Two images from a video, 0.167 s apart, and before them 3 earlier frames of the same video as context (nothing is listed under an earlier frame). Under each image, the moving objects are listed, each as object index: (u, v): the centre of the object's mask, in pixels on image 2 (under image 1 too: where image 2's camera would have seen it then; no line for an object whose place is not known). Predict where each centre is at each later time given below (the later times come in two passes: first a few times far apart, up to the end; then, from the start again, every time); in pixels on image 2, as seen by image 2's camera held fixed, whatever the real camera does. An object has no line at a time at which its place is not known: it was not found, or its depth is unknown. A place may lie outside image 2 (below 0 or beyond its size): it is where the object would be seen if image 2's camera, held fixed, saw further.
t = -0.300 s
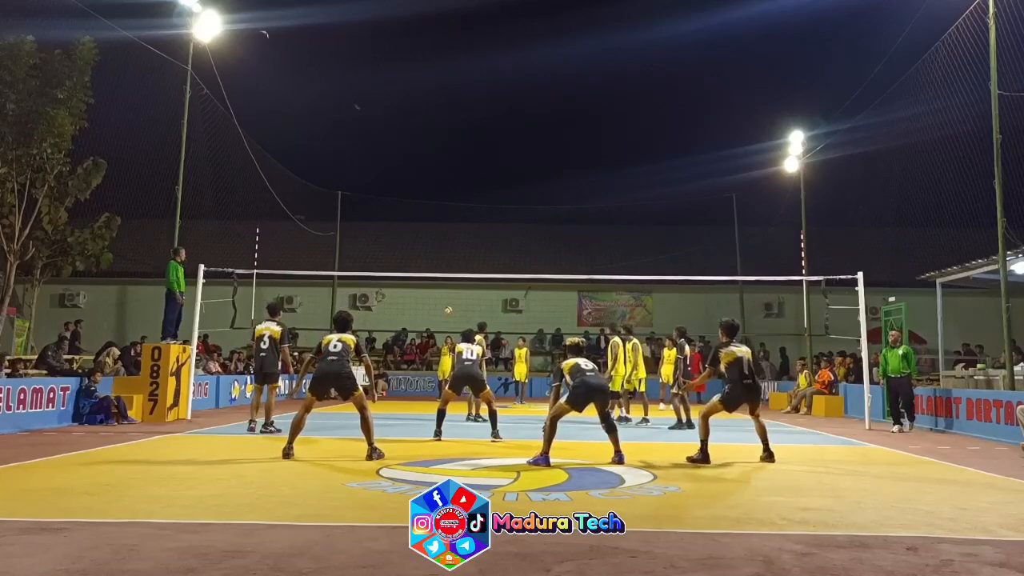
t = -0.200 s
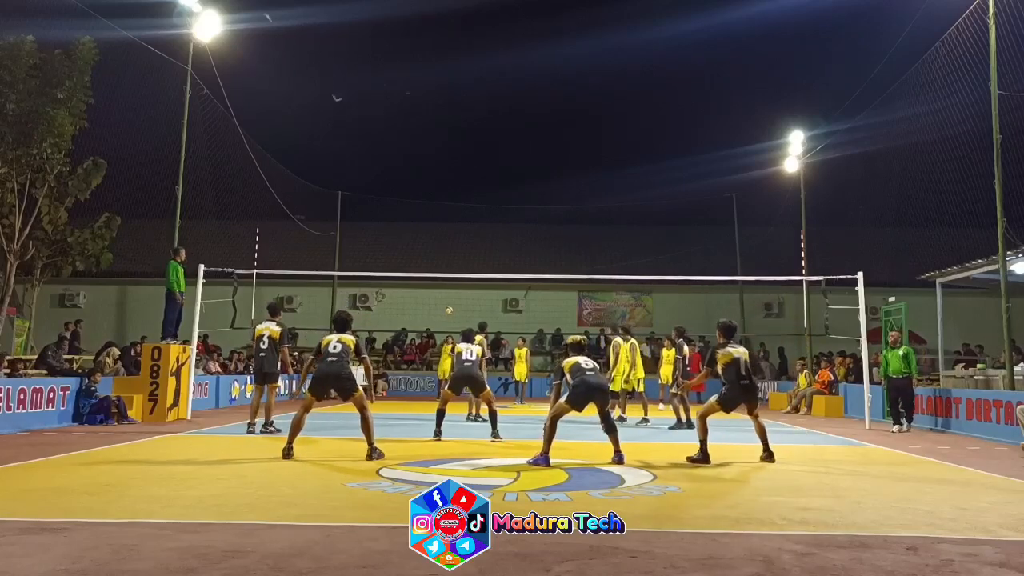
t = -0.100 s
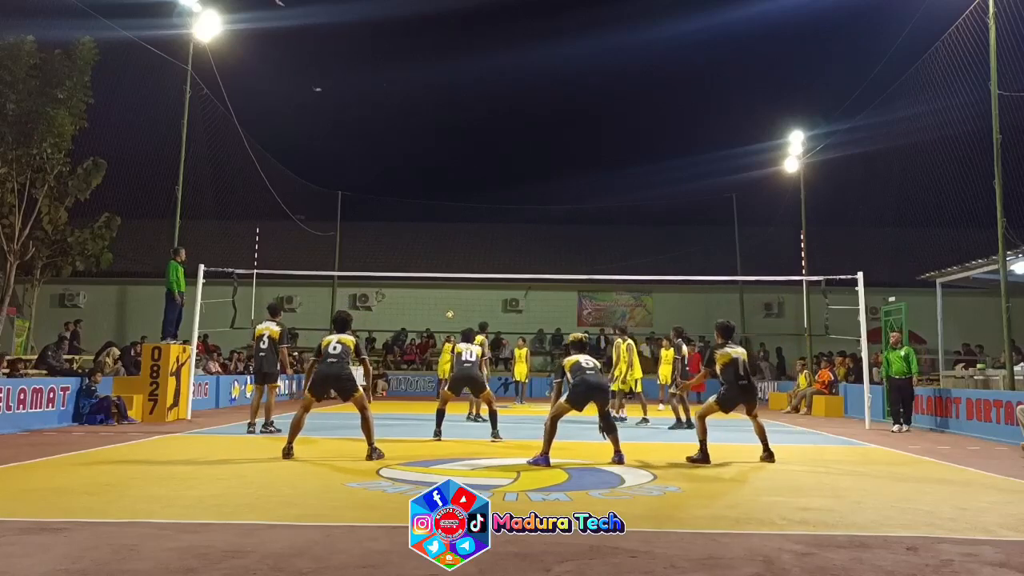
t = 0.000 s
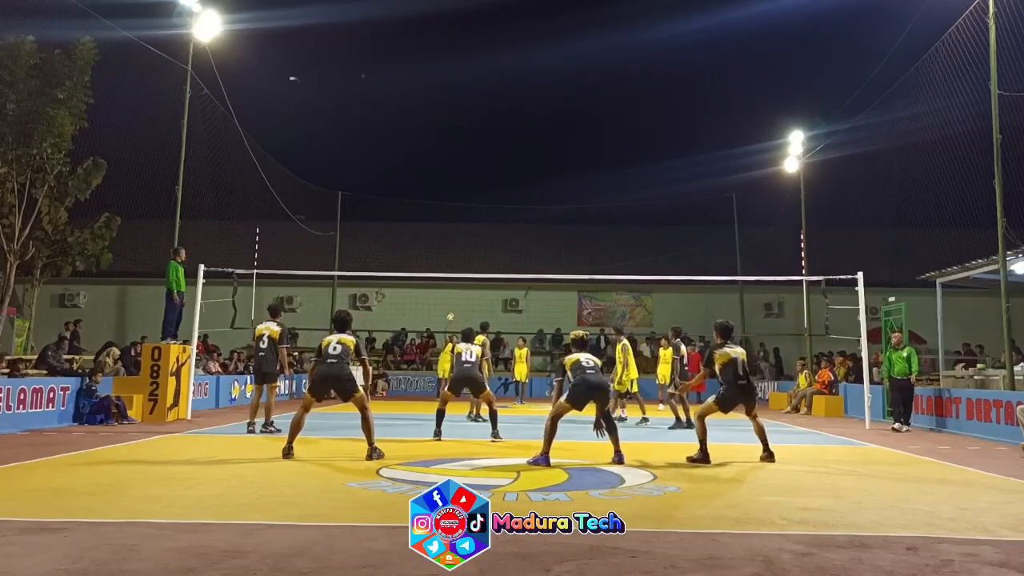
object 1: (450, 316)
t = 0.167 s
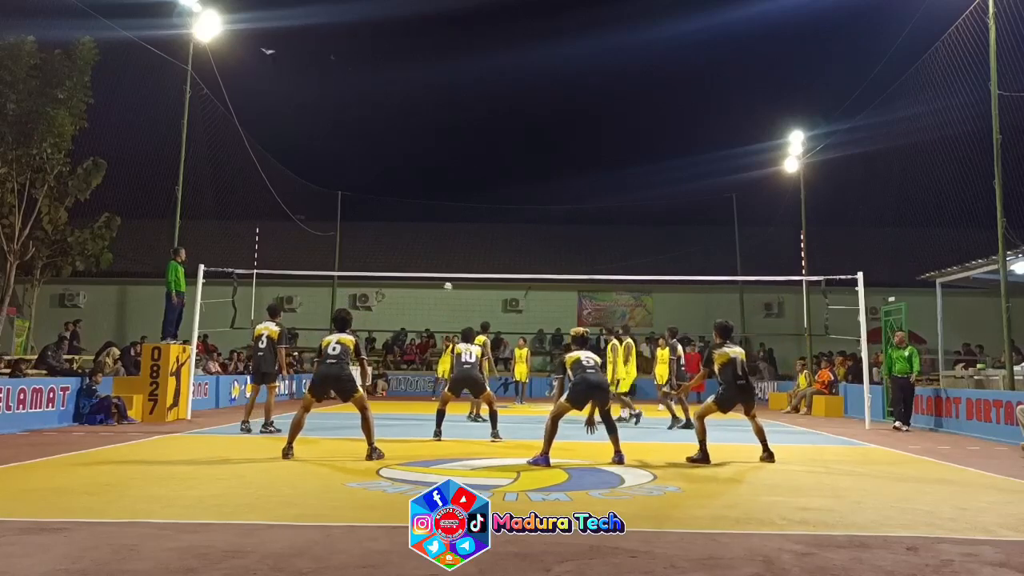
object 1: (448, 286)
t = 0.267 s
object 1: (446, 270)
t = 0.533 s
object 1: (439, 251)
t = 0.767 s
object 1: (427, 263)
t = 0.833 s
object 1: (422, 275)
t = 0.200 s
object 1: (447, 281)
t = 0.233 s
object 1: (446, 276)
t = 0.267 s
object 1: (446, 270)
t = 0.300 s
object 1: (445, 267)
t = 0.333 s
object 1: (444, 263)
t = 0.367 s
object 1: (444, 260)
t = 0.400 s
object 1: (443, 258)
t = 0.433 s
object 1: (442, 255)
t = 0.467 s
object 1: (441, 253)
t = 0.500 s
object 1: (440, 252)
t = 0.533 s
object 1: (439, 251)
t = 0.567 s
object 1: (438, 251)
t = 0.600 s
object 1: (436, 251)
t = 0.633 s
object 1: (434, 251)
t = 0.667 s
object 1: (433, 253)
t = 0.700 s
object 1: (431, 255)
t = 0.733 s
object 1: (429, 259)
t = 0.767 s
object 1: (427, 263)
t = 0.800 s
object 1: (425, 268)
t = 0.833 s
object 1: (422, 275)
